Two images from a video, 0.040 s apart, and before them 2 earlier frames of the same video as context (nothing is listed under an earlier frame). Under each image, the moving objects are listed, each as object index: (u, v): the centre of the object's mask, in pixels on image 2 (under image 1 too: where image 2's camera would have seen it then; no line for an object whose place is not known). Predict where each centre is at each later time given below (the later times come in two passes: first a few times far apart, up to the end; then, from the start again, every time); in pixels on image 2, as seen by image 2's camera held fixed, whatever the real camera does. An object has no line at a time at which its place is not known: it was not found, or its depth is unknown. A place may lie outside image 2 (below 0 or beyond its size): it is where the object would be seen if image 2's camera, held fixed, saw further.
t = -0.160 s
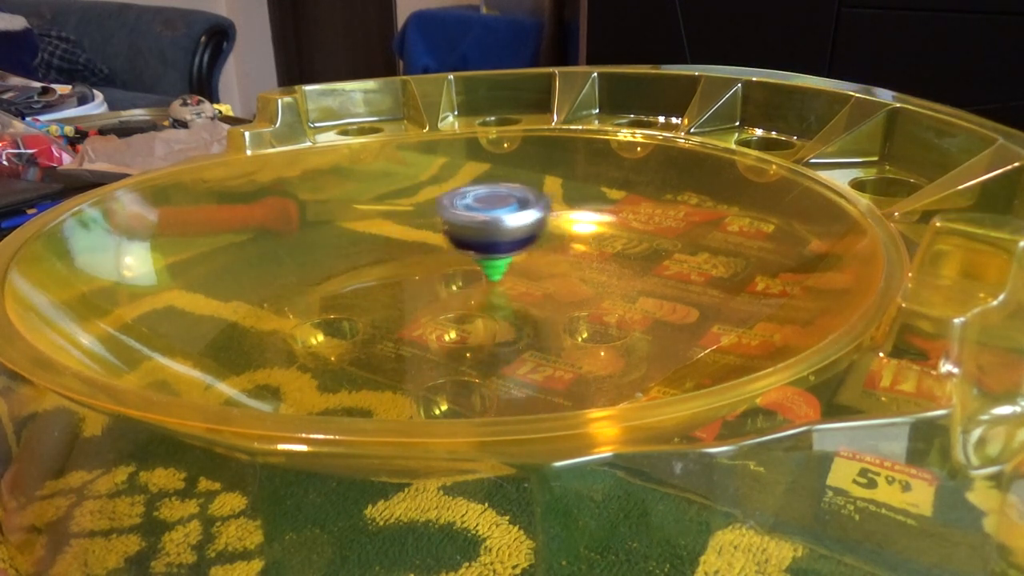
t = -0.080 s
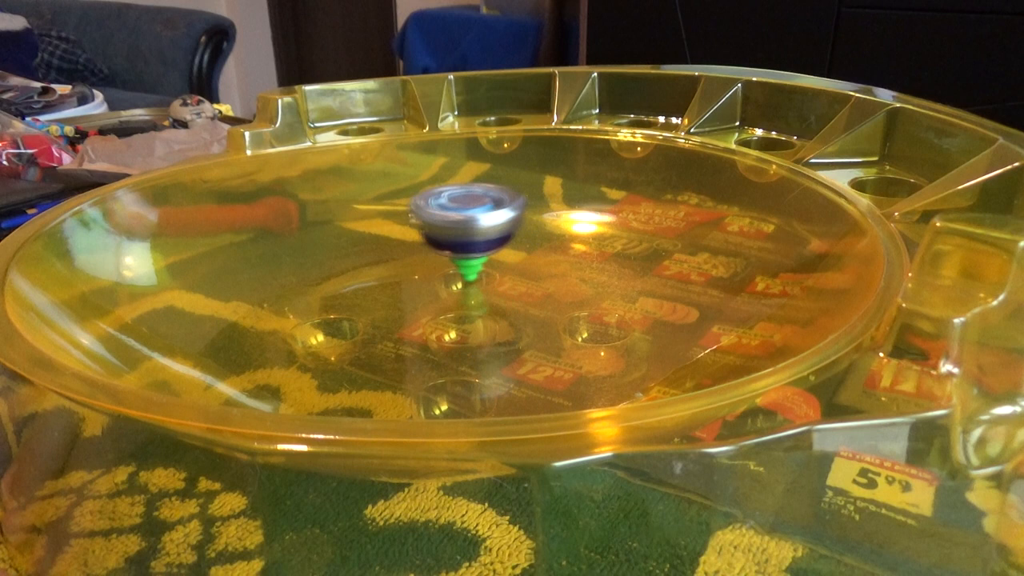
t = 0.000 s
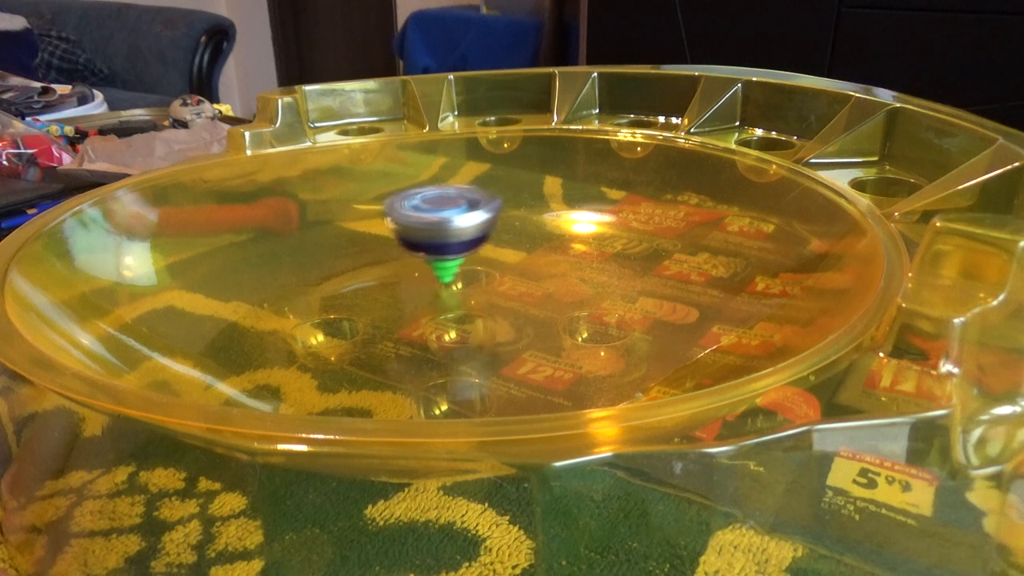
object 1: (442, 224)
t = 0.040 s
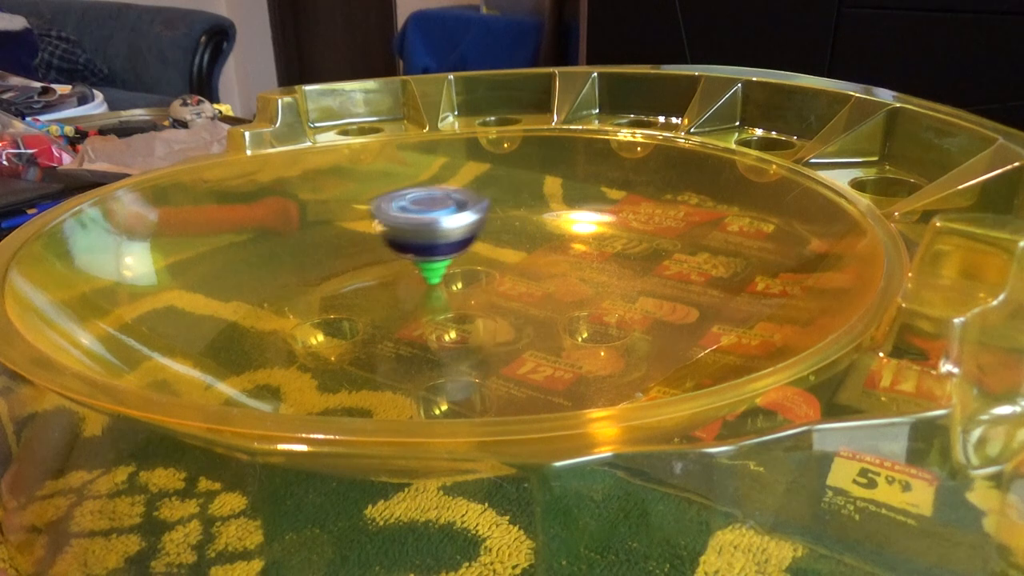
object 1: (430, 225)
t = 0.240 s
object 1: (376, 235)
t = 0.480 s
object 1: (343, 253)
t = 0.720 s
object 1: (371, 263)
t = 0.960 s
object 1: (435, 254)
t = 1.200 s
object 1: (476, 232)
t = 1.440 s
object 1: (476, 212)
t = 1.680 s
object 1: (445, 205)
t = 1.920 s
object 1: (410, 211)
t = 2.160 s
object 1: (385, 232)
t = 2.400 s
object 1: (399, 255)
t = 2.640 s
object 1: (455, 268)
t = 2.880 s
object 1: (514, 261)
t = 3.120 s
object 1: (527, 240)
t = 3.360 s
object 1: (487, 221)
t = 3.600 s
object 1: (420, 218)
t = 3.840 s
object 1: (363, 226)
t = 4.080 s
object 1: (340, 240)
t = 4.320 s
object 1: (367, 254)
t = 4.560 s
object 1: (436, 253)
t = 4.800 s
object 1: (495, 238)
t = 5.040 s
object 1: (507, 219)
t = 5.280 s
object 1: (470, 213)
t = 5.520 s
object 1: (421, 224)
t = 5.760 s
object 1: (391, 245)
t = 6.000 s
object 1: (402, 265)
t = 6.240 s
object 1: (446, 268)
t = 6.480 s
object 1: (486, 254)
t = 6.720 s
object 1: (489, 231)
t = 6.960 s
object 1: (455, 214)
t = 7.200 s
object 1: (409, 210)
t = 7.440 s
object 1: (371, 218)
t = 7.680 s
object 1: (356, 232)
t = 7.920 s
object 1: (384, 250)
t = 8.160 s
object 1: (450, 256)
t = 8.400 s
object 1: (512, 247)
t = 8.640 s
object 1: (528, 229)
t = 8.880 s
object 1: (486, 220)
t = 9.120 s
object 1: (426, 227)
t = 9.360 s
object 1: (378, 243)
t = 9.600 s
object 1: (369, 258)
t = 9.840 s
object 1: (406, 262)
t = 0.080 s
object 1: (418, 226)
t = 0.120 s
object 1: (407, 228)
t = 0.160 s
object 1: (395, 230)
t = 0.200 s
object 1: (385, 233)
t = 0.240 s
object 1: (376, 235)
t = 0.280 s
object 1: (367, 237)
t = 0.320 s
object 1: (359, 240)
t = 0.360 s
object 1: (353, 243)
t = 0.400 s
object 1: (348, 247)
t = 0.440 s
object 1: (345, 249)
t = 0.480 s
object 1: (343, 253)
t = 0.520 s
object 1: (343, 255)
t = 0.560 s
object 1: (345, 258)
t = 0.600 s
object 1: (349, 260)
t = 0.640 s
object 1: (354, 262)
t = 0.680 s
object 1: (362, 263)
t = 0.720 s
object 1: (371, 263)
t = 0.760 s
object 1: (381, 263)
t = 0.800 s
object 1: (391, 263)
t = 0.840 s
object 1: (403, 261)
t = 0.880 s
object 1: (413, 259)
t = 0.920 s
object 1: (424, 257)
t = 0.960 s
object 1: (435, 254)
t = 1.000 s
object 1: (444, 251)
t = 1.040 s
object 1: (452, 247)
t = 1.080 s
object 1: (460, 243)
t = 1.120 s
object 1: (467, 240)
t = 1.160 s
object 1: (472, 236)
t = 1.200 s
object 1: (476, 232)
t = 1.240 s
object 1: (480, 228)
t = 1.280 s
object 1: (482, 225)
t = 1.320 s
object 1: (482, 221)
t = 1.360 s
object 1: (481, 218)
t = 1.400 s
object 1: (479, 215)
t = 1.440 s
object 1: (476, 212)
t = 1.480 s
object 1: (471, 210)
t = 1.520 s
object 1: (467, 208)
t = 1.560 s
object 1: (462, 207)
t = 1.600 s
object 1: (457, 206)
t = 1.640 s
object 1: (451, 205)
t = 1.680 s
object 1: (445, 205)
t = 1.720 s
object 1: (440, 205)
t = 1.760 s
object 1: (434, 205)
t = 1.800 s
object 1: (428, 206)
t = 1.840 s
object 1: (422, 208)
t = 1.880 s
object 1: (416, 209)
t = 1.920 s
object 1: (410, 211)
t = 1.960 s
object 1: (404, 214)
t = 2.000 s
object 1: (399, 217)
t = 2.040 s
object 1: (394, 220)
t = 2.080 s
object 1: (390, 223)
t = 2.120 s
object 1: (387, 227)
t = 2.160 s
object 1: (385, 232)
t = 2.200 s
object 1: (384, 236)
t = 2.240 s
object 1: (384, 240)
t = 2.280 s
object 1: (386, 244)
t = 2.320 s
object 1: (389, 248)
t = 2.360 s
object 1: (394, 252)
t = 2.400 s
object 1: (399, 255)
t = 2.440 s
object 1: (406, 258)
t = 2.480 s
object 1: (414, 261)
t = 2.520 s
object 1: (423, 264)
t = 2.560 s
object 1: (433, 266)
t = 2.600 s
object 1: (444, 267)
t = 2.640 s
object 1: (455, 268)
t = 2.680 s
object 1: (467, 268)
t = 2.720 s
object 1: (477, 268)
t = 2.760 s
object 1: (488, 267)
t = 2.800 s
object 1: (497, 265)
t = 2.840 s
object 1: (507, 263)
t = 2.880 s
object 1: (514, 261)
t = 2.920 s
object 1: (520, 258)
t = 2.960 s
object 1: (525, 255)
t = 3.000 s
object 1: (528, 251)
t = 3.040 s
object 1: (529, 248)
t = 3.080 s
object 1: (529, 244)
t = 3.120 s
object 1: (527, 240)
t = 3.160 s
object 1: (523, 236)
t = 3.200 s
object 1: (519, 232)
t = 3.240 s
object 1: (512, 229)
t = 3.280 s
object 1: (505, 226)
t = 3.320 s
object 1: (497, 223)
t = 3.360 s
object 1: (487, 221)
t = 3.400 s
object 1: (476, 220)
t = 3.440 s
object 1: (465, 218)
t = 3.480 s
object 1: (454, 218)
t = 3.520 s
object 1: (443, 217)
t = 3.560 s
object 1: (432, 217)
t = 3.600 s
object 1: (420, 218)
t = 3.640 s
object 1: (409, 218)
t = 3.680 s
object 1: (399, 219)
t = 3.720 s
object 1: (389, 221)
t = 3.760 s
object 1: (380, 222)
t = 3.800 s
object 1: (370, 224)
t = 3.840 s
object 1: (363, 226)
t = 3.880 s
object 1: (356, 228)
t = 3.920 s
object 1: (351, 230)
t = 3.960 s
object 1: (346, 232)
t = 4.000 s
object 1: (342, 235)
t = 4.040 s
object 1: (340, 238)
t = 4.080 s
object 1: (340, 240)
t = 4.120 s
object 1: (341, 243)
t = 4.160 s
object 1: (343, 246)
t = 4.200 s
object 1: (347, 248)
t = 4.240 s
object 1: (352, 250)
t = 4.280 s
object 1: (359, 252)
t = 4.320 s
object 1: (367, 254)
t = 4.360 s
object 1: (376, 255)
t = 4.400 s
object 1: (388, 255)
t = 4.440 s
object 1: (399, 255)
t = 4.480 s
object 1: (411, 255)
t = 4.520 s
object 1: (424, 254)
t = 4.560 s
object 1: (436, 253)
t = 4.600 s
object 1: (448, 251)
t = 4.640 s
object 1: (459, 249)
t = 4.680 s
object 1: (469, 247)
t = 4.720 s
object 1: (479, 244)
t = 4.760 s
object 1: (488, 241)
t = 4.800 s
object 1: (495, 238)
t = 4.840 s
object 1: (501, 234)
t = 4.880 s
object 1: (506, 231)
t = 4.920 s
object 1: (509, 228)
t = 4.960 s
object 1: (510, 225)
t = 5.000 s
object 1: (509, 222)
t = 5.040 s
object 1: (507, 219)
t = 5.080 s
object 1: (503, 216)
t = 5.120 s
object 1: (498, 215)
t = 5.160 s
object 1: (492, 213)
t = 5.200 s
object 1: (486, 213)
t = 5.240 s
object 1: (478, 212)
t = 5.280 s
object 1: (470, 213)
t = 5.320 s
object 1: (462, 213)
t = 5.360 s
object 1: (453, 214)
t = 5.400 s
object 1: (445, 216)
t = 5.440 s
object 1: (437, 218)
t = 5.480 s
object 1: (429, 221)
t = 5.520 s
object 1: (421, 224)
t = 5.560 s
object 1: (414, 227)
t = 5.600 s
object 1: (407, 231)
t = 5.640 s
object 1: (402, 234)
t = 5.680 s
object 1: (397, 238)
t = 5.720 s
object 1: (394, 242)
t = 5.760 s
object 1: (391, 245)
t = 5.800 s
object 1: (390, 249)
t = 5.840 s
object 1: (389, 252)
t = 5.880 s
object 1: (391, 256)
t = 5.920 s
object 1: (393, 259)
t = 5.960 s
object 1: (397, 262)
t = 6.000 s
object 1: (402, 265)
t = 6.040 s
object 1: (407, 267)
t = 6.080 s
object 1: (414, 268)
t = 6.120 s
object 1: (421, 269)
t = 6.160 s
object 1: (430, 269)
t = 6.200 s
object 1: (438, 269)
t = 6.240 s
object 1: (446, 268)
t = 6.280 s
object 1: (454, 267)
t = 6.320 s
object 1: (462, 265)
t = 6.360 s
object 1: (470, 263)
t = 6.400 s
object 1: (477, 260)
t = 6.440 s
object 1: (482, 257)
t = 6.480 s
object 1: (486, 254)
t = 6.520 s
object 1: (489, 250)
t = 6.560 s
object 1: (491, 246)
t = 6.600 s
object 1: (493, 242)
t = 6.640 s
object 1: (493, 238)
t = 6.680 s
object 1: (492, 234)
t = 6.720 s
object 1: (489, 231)
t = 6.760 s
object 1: (486, 227)
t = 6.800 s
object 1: (482, 224)
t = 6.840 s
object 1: (476, 221)
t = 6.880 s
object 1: (470, 218)
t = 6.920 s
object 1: (463, 216)
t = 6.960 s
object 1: (455, 214)
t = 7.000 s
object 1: (448, 213)
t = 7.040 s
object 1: (439, 212)
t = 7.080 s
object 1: (432, 211)
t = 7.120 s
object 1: (424, 210)
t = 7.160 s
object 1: (416, 210)
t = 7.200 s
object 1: (409, 210)
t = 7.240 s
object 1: (402, 211)
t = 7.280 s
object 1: (394, 212)
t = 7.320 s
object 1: (388, 213)
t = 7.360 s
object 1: (382, 214)
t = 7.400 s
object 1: (376, 215)
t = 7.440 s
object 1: (371, 218)
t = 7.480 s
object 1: (367, 219)
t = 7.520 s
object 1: (363, 222)
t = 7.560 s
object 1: (360, 224)
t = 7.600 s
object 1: (357, 226)
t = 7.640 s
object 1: (357, 229)
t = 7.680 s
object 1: (356, 232)
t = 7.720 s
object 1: (358, 235)
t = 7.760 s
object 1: (360, 238)
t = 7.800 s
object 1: (364, 241)
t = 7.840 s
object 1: (369, 244)
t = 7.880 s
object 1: (376, 247)
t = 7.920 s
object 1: (384, 250)
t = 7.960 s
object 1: (393, 251)
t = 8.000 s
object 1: (403, 253)
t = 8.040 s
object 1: (414, 254)
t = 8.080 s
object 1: (426, 255)
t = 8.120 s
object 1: (438, 256)
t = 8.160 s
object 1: (450, 256)
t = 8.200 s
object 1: (463, 255)
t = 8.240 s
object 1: (474, 254)
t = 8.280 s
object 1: (485, 253)
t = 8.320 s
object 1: (496, 251)
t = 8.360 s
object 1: (505, 249)
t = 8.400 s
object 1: (512, 247)
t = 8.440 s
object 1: (519, 245)
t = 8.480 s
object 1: (525, 242)
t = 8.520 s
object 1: (528, 239)
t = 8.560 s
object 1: (530, 236)
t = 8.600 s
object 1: (530, 233)
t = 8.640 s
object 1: (528, 229)
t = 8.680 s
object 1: (524, 227)
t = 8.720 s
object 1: (519, 225)
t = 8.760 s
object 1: (512, 223)
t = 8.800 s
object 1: (505, 221)
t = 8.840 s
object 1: (496, 220)
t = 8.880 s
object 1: (486, 220)
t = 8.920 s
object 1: (476, 220)
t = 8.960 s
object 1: (466, 221)
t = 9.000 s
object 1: (456, 222)
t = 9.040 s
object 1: (445, 224)
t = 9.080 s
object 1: (435, 225)
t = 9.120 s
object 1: (426, 227)
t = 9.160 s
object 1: (415, 229)
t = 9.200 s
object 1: (406, 232)
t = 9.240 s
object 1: (398, 235)
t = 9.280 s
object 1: (390, 237)
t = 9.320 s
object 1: (384, 240)
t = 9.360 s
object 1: (378, 243)
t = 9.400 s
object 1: (374, 246)
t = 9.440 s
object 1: (370, 248)
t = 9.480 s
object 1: (368, 251)
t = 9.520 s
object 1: (367, 253)
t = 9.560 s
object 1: (367, 255)
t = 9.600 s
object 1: (369, 258)
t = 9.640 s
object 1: (373, 260)
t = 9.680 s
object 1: (377, 261)
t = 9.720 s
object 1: (382, 262)
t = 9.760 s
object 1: (390, 262)
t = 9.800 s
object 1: (397, 262)
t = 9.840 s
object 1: (406, 262)
